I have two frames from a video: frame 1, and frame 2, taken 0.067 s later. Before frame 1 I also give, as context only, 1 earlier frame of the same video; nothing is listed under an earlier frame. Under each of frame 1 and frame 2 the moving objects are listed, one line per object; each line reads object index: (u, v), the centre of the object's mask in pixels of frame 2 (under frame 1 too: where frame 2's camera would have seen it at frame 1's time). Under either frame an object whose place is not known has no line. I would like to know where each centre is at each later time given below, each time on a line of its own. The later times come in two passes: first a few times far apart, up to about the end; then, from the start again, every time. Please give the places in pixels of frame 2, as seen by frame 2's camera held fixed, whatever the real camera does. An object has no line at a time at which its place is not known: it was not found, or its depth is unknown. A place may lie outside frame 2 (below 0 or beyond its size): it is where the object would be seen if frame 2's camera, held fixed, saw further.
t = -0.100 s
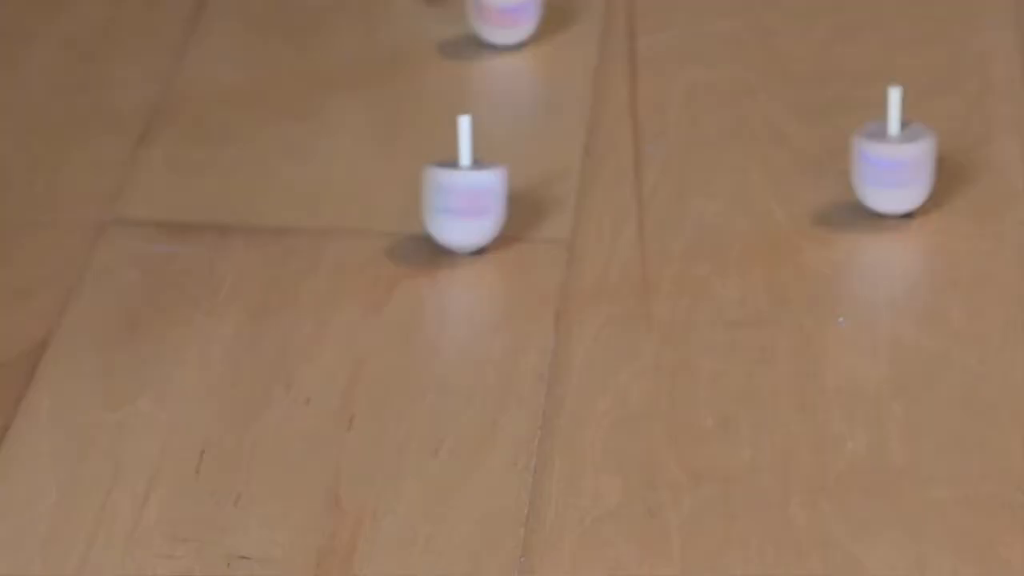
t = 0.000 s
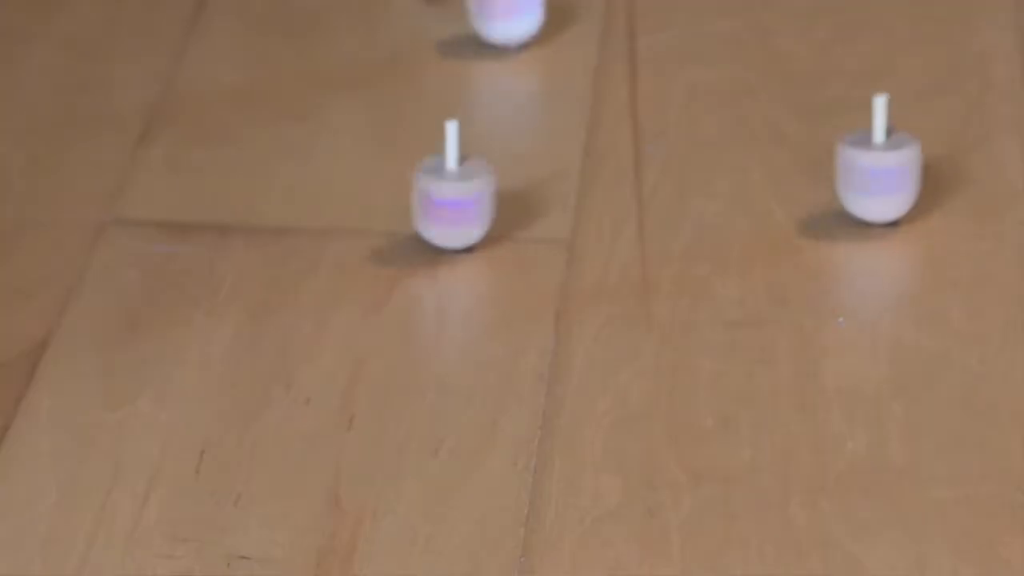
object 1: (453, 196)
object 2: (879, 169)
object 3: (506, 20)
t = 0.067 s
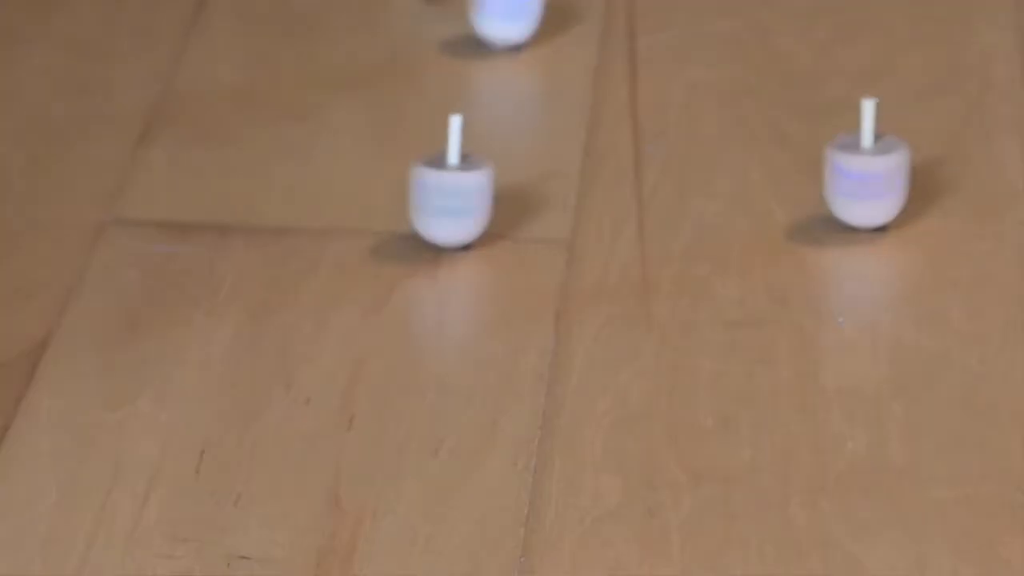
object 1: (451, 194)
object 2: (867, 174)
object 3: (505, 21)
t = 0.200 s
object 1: (457, 192)
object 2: (838, 179)
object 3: (513, 21)
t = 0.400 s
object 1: (466, 198)
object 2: (778, 178)
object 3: (526, 23)
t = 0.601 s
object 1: (453, 198)
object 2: (725, 169)
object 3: (535, 24)
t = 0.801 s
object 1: (451, 198)
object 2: (694, 150)
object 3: (545, 24)
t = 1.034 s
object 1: (441, 200)
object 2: (691, 129)
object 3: (544, 24)
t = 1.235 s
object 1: (437, 199)
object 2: (712, 120)
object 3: (535, 26)
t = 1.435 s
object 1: (431, 200)
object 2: (739, 123)
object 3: (531, 36)
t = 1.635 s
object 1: (432, 203)
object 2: (755, 136)
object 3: (549, 54)
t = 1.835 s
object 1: (415, 210)
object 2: (745, 152)
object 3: (542, 74)
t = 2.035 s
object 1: (383, 228)
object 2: (711, 162)
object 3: (515, 81)
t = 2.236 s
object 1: (341, 250)
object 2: (667, 159)
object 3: (511, 94)
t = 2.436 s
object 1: (315, 295)
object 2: (638, 145)
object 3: (515, 95)
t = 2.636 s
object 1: (283, 324)
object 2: (635, 131)
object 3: (513, 99)
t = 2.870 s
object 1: (245, 330)
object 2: (655, 126)
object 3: (520, 108)
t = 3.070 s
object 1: (238, 345)
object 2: (657, 135)
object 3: (521, 108)
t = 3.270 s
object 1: (220, 344)
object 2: (629, 137)
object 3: (521, 108)
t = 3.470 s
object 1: (242, 357)
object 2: (606, 127)
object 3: (521, 108)
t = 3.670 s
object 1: (241, 389)
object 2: (617, 117)
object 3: (521, 108)
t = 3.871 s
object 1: (242, 393)
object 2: (632, 120)
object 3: (521, 108)
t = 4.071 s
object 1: (242, 393)
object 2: (614, 124)
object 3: (521, 108)
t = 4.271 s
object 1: (242, 393)
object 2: (616, 117)
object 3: (521, 108)
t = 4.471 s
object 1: (242, 393)
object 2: (625, 122)
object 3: (521, 108)
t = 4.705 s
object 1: (242, 393)
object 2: (605, 120)
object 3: (521, 108)
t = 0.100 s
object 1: (452, 192)
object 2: (860, 176)
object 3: (505, 20)
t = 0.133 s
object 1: (454, 192)
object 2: (853, 177)
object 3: (507, 21)
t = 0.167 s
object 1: (454, 192)
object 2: (846, 179)
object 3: (510, 21)
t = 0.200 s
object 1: (457, 192)
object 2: (838, 179)
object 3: (513, 21)
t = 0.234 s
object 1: (459, 190)
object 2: (829, 180)
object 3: (516, 21)
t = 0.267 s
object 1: (463, 190)
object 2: (820, 181)
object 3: (517, 21)
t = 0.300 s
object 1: (466, 193)
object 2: (809, 180)
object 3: (518, 21)
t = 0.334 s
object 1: (467, 194)
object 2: (799, 180)
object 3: (520, 21)
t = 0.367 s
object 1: (466, 196)
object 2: (789, 180)
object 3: (522, 22)
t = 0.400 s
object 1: (466, 198)
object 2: (778, 178)
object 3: (526, 23)
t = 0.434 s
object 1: (466, 198)
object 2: (768, 177)
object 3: (531, 23)
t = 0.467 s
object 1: (465, 198)
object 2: (758, 177)
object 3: (532, 23)
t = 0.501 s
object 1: (462, 199)
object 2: (749, 175)
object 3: (534, 24)
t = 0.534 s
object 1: (460, 200)
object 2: (740, 172)
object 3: (533, 24)
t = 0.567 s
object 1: (456, 199)
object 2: (732, 171)
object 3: (534, 24)
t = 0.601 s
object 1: (453, 198)
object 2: (725, 169)
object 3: (535, 24)
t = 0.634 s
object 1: (451, 199)
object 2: (718, 166)
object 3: (538, 24)
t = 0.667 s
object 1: (452, 198)
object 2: (711, 162)
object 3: (541, 24)
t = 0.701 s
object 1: (451, 198)
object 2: (706, 159)
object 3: (542, 24)
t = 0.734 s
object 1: (451, 198)
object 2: (701, 157)
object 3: (544, 25)
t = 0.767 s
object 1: (451, 197)
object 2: (697, 153)
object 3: (545, 25)
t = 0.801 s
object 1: (451, 198)
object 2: (694, 150)
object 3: (545, 24)
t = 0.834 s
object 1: (451, 198)
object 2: (692, 146)
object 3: (546, 25)
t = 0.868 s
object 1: (451, 200)
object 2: (690, 143)
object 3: (548, 24)
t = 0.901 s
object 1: (450, 200)
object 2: (689, 140)
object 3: (548, 24)
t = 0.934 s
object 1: (448, 200)
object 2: (689, 137)
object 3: (548, 25)
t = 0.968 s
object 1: (447, 201)
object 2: (689, 135)
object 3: (546, 25)
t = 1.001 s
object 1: (444, 200)
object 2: (690, 131)
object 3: (546, 25)
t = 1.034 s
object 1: (441, 200)
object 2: (691, 129)
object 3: (544, 24)
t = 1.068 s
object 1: (439, 200)
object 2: (694, 126)
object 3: (544, 25)
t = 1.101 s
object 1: (438, 199)
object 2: (696, 124)
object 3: (543, 25)
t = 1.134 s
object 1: (437, 198)
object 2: (700, 123)
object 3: (542, 25)
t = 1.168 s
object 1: (437, 199)
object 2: (704, 123)
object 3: (539, 26)
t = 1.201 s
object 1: (437, 198)
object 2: (708, 121)
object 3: (536, 26)
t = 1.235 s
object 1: (437, 199)
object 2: (712, 120)
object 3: (535, 26)
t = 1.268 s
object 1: (438, 199)
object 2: (717, 119)
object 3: (533, 28)
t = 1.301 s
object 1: (437, 199)
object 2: (721, 119)
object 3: (532, 29)
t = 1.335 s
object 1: (435, 201)
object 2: (726, 119)
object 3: (531, 30)
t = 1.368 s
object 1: (434, 201)
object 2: (731, 120)
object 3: (532, 31)
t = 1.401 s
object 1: (432, 199)
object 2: (735, 121)
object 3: (531, 33)
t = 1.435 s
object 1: (431, 200)
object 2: (739, 123)
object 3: (531, 36)
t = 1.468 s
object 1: (431, 199)
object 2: (743, 125)
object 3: (534, 38)
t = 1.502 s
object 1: (430, 198)
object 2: (747, 127)
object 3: (538, 41)
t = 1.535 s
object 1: (432, 199)
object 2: (750, 129)
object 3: (541, 43)
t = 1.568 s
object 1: (432, 199)
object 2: (752, 131)
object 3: (548, 51)
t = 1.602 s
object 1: (431, 201)
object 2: (754, 134)
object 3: (555, 51)
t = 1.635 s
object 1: (432, 203)
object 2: (755, 136)
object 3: (549, 54)
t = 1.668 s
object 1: (431, 202)
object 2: (755, 139)
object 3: (562, 57)
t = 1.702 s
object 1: (429, 205)
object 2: (754, 141)
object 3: (559, 65)
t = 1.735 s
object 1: (426, 206)
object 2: (753, 145)
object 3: (551, 68)
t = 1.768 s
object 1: (421, 210)
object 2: (751, 147)
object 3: (565, 68)
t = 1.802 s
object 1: (417, 212)
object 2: (748, 150)
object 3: (554, 74)
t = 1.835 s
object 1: (415, 210)
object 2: (745, 152)
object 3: (542, 74)
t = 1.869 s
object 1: (411, 215)
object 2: (741, 155)
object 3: (553, 78)
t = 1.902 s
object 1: (406, 216)
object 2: (736, 157)
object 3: (536, 82)
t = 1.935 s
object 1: (398, 220)
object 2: (731, 159)
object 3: (527, 77)
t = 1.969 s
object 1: (393, 221)
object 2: (725, 160)
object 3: (539, 78)
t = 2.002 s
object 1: (390, 225)
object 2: (717, 161)
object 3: (524, 86)
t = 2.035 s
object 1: (383, 228)
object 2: (711, 162)
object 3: (515, 81)
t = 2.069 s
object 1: (373, 230)
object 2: (704, 162)
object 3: (526, 81)
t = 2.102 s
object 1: (365, 233)
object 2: (696, 162)
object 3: (525, 88)
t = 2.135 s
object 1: (363, 242)
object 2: (689, 162)
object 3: (507, 86)
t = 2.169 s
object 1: (353, 244)
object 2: (681, 161)
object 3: (515, 84)
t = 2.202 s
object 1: (344, 252)
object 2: (674, 160)
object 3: (524, 86)
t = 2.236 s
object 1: (341, 250)
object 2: (667, 159)
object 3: (511, 94)
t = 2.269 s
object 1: (331, 262)
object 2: (660, 157)
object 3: (505, 87)
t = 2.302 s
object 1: (322, 265)
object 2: (655, 155)
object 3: (521, 84)
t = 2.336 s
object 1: (330, 271)
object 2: (649, 153)
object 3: (520, 88)
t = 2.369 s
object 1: (313, 287)
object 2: (644, 151)
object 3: (512, 92)
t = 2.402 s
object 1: (307, 280)
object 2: (641, 148)
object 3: (509, 92)
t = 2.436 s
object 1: (315, 295)
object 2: (638, 145)
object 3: (515, 95)
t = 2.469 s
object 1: (294, 303)
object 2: (635, 142)
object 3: (520, 102)
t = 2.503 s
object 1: (303, 301)
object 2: (634, 140)
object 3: (507, 102)
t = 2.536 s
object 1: (300, 310)
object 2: (633, 137)
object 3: (497, 105)
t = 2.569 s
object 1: (281, 310)
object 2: (633, 135)
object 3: (498, 96)
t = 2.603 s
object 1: (296, 308)
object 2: (634, 133)
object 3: (507, 102)
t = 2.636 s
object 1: (283, 324)
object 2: (635, 131)
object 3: (513, 99)
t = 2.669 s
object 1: (265, 317)
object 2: (637, 128)
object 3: (514, 103)
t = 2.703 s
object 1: (286, 315)
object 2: (641, 127)
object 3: (517, 105)
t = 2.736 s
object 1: (272, 328)
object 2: (643, 126)
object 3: (516, 106)
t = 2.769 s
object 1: (255, 326)
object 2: (646, 123)
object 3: (516, 107)
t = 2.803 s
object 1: (275, 323)
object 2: (650, 125)
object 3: (519, 107)
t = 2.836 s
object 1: (265, 336)
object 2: (651, 125)
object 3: (519, 108)
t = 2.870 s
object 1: (245, 330)
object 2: (655, 126)
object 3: (520, 108)
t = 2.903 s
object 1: (259, 328)
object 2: (659, 127)
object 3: (520, 109)
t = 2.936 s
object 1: (257, 337)
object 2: (660, 128)
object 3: (520, 109)
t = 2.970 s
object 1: (238, 339)
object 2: (660, 130)
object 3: (520, 109)
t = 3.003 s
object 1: (235, 334)
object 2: (661, 130)
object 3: (520, 108)
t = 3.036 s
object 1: (252, 333)
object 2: (661, 133)
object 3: (520, 108)
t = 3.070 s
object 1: (238, 345)
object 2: (657, 135)
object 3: (521, 108)
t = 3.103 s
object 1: (220, 339)
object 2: (653, 136)
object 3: (521, 108)
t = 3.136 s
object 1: (231, 339)
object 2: (649, 137)
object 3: (521, 108)
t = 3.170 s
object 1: (238, 341)
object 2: (645, 137)
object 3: (521, 108)
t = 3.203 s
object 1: (222, 350)
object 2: (638, 138)
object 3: (521, 108)
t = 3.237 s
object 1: (209, 339)
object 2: (633, 138)
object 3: (521, 108)
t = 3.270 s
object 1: (220, 344)
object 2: (629, 137)
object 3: (521, 108)
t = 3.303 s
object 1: (234, 343)
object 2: (623, 136)
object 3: (521, 108)
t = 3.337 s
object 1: (220, 350)
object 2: (617, 134)
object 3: (521, 108)
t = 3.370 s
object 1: (212, 353)
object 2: (613, 133)
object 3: (521, 108)
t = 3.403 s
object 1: (214, 344)
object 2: (611, 131)
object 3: (521, 108)
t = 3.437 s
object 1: (234, 353)
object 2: (608, 129)
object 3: (521, 108)
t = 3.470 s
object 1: (242, 357)
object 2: (606, 127)
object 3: (521, 108)
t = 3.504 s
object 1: (234, 364)
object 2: (607, 124)
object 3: (521, 108)
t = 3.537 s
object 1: (240, 368)
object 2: (607, 123)
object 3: (520, 108)
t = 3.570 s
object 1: (237, 376)
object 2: (608, 122)
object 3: (521, 108)
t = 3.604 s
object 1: (235, 380)
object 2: (611, 120)
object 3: (521, 108)
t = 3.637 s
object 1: (239, 385)
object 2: (614, 119)
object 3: (521, 108)
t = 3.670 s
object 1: (241, 389)
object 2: (617, 117)
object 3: (521, 108)
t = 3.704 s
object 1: (242, 392)
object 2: (621, 116)
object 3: (521, 108)
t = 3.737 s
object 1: (242, 393)
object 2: (626, 117)
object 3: (521, 108)
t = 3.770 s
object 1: (242, 393)
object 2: (629, 119)
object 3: (521, 108)
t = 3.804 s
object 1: (242, 393)
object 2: (631, 120)
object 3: (521, 108)
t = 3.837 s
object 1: (242, 393)
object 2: (631, 119)
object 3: (521, 108)
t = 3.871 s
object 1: (242, 393)
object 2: (632, 120)
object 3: (521, 108)
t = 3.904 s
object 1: (242, 393)
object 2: (632, 122)
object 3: (521, 108)
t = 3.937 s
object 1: (242, 393)
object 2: (629, 123)
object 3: (521, 108)
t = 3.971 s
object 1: (242, 393)
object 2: (623, 124)
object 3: (521, 108)
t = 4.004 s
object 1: (242, 393)
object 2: (618, 124)
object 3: (521, 108)
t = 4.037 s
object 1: (242, 393)
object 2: (615, 124)
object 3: (521, 108)
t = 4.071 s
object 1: (242, 393)
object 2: (614, 124)
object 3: (521, 108)
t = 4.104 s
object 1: (242, 393)
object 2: (612, 124)
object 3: (521, 108)
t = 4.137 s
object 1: (242, 393)
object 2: (610, 122)
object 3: (521, 108)
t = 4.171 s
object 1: (242, 393)
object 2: (609, 120)
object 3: (521, 108)
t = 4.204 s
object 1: (242, 393)
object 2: (610, 119)
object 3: (521, 108)
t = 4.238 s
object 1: (242, 393)
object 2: (614, 118)
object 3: (521, 108)
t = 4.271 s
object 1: (242, 393)
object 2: (616, 117)
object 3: (521, 108)
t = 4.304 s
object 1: (242, 393)
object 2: (618, 118)
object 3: (521, 108)
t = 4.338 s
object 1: (242, 393)
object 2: (620, 118)
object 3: (521, 108)
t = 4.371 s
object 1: (242, 393)
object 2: (624, 118)
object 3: (521, 108)
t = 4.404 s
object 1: (242, 393)
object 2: (626, 119)
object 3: (521, 108)
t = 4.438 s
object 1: (242, 393)
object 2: (625, 121)
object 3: (521, 108)
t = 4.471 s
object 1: (242, 393)
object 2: (625, 122)
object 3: (521, 108)
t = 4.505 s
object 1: (242, 393)
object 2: (624, 123)
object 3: (521, 108)
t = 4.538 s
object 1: (242, 393)
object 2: (623, 123)
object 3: (521, 108)
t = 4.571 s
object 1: (242, 393)
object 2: (619, 123)
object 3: (521, 108)
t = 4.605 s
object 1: (242, 393)
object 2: (615, 123)
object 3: (521, 108)
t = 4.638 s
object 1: (242, 393)
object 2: (610, 122)
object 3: (521, 108)
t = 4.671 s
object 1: (242, 393)
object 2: (606, 121)
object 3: (521, 108)
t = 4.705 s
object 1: (242, 393)
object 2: (605, 120)
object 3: (521, 108)
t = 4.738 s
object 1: (242, 393)
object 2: (607, 120)
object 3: (521, 108)
